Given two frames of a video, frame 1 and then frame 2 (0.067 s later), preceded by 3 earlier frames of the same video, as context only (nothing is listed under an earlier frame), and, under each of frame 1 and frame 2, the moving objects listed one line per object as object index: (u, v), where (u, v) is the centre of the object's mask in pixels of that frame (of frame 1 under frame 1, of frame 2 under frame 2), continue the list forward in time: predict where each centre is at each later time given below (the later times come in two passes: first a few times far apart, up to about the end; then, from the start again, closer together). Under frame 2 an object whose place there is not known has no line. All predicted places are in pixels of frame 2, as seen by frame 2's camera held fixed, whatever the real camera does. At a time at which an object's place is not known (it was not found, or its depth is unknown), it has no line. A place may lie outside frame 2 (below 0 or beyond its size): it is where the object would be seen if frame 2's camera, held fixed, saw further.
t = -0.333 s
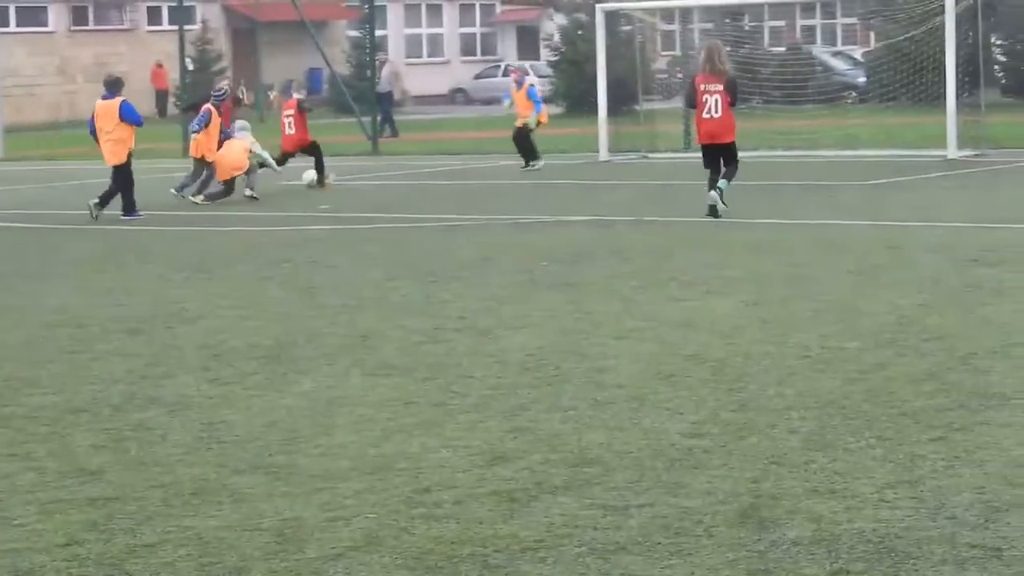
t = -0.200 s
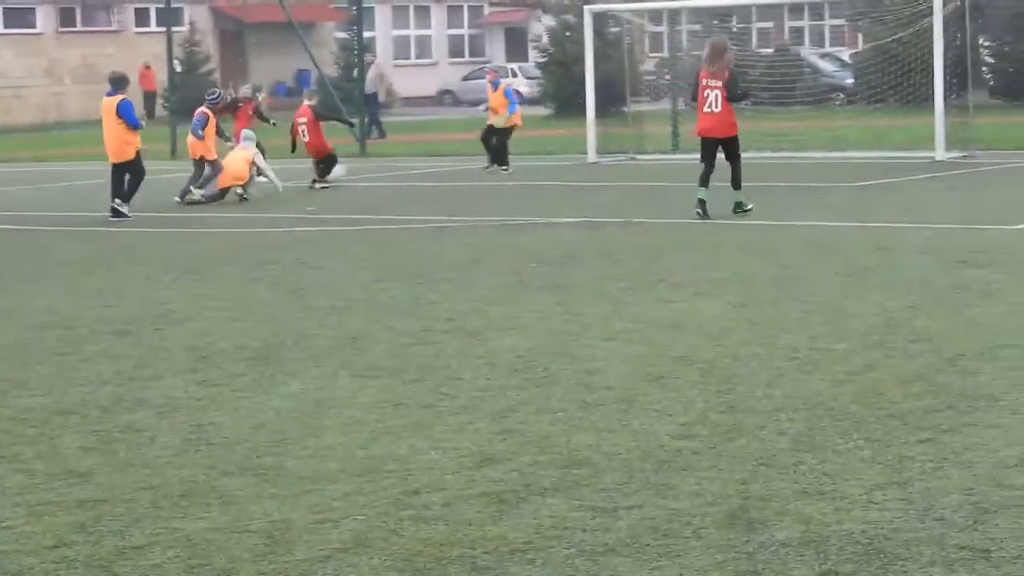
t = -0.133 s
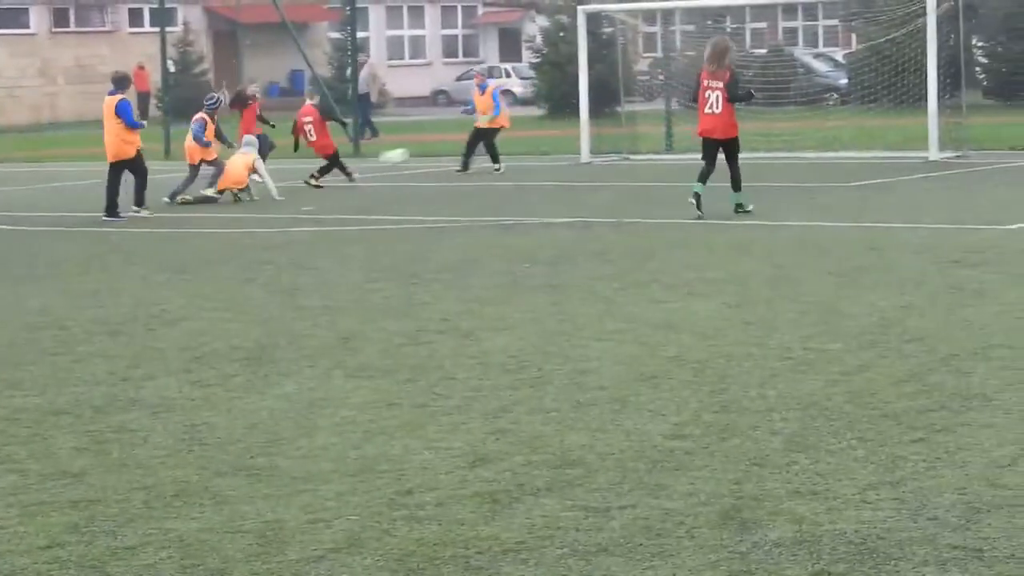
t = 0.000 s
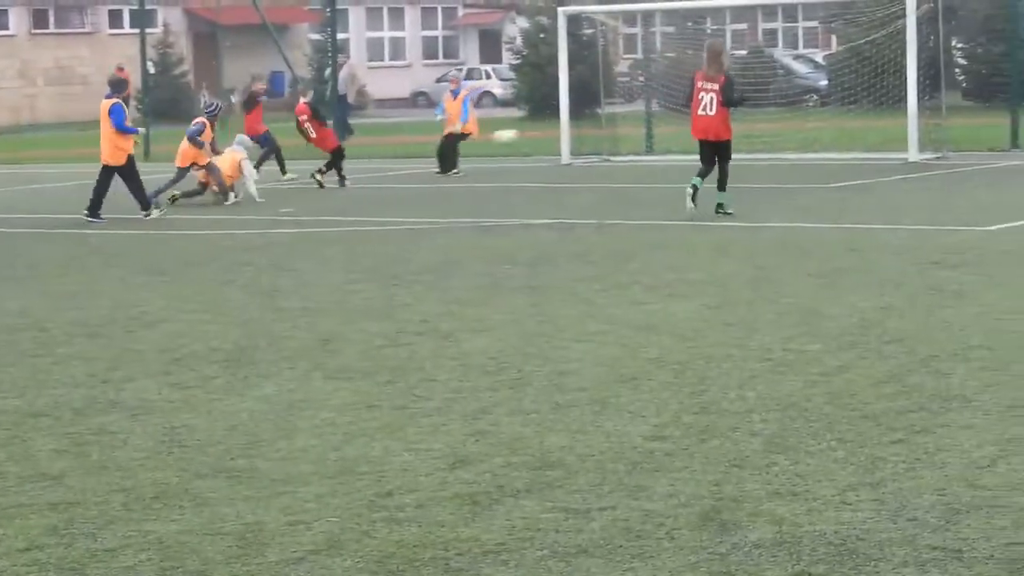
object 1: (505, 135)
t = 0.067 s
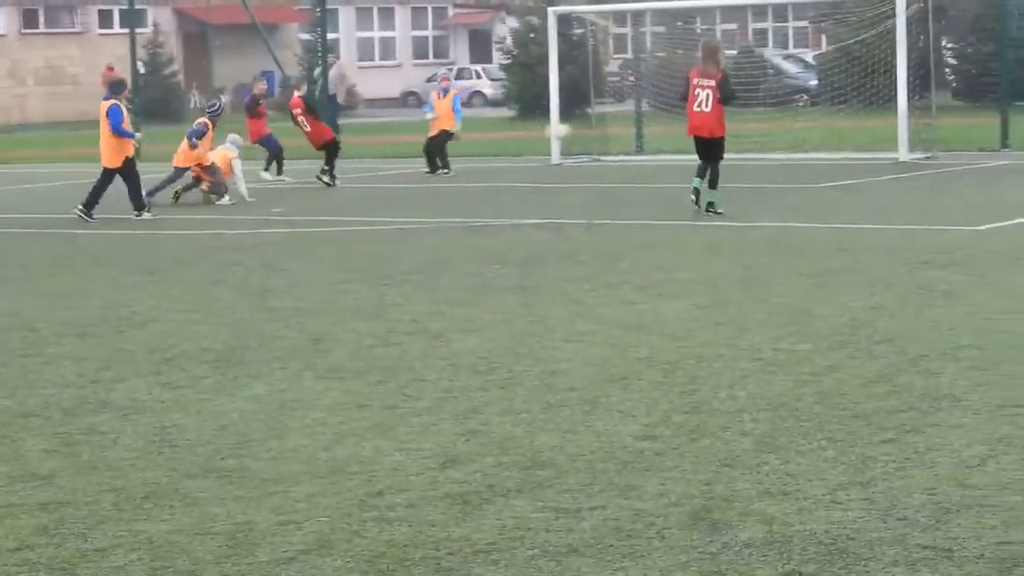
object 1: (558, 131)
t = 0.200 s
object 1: (674, 130)
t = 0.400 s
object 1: (802, 142)
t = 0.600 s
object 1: (835, 138)
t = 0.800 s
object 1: (855, 140)
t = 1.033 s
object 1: (868, 146)
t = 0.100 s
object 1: (587, 129)
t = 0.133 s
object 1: (616, 128)
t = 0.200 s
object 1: (674, 130)
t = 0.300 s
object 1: (755, 140)
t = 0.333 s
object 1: (775, 143)
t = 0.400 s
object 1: (802, 142)
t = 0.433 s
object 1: (811, 140)
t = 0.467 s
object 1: (816, 139)
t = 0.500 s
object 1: (821, 137)
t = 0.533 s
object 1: (826, 137)
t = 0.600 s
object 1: (835, 138)
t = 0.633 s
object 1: (840, 141)
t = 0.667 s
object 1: (845, 143)
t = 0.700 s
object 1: (849, 146)
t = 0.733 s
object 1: (851, 144)
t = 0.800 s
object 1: (855, 140)
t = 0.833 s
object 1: (857, 139)
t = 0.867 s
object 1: (859, 139)
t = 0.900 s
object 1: (860, 140)
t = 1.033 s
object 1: (868, 146)
